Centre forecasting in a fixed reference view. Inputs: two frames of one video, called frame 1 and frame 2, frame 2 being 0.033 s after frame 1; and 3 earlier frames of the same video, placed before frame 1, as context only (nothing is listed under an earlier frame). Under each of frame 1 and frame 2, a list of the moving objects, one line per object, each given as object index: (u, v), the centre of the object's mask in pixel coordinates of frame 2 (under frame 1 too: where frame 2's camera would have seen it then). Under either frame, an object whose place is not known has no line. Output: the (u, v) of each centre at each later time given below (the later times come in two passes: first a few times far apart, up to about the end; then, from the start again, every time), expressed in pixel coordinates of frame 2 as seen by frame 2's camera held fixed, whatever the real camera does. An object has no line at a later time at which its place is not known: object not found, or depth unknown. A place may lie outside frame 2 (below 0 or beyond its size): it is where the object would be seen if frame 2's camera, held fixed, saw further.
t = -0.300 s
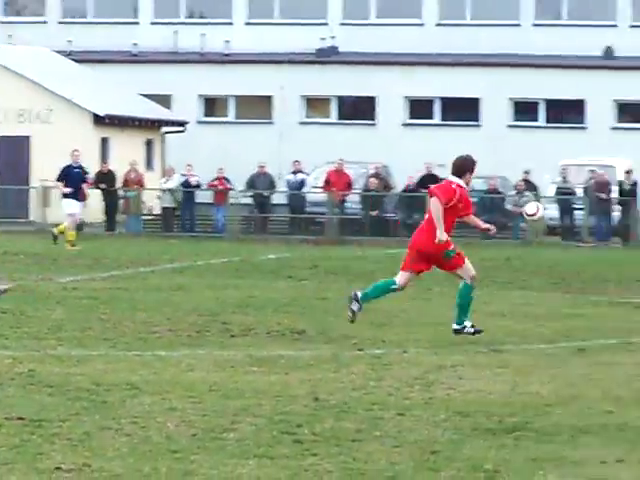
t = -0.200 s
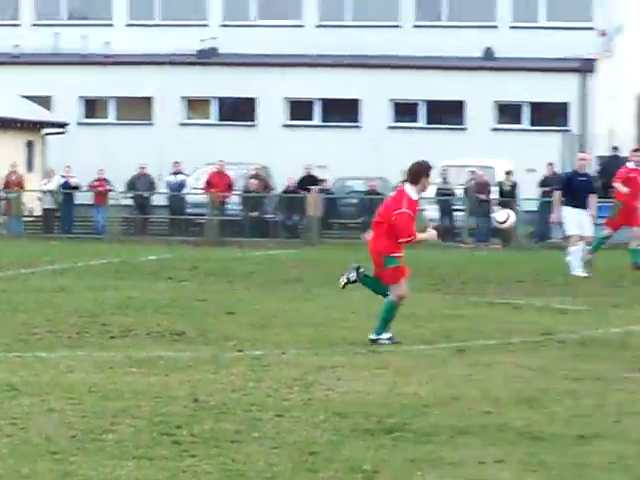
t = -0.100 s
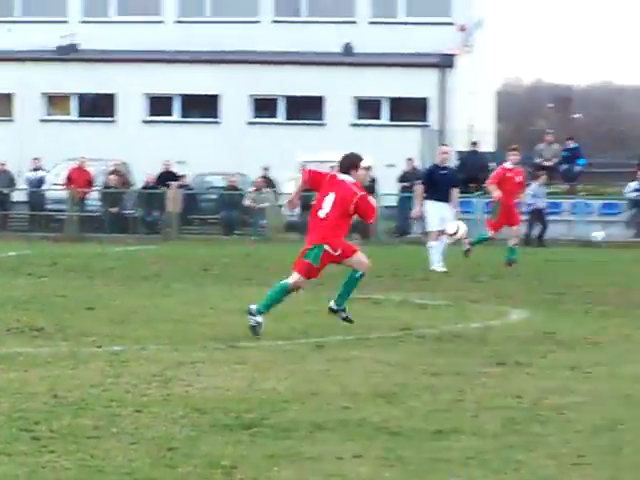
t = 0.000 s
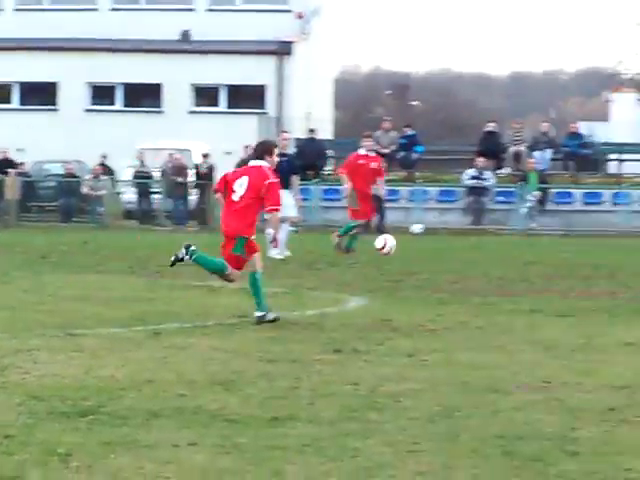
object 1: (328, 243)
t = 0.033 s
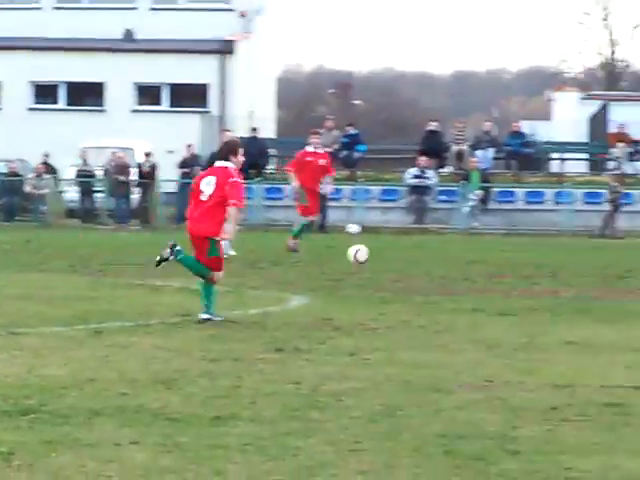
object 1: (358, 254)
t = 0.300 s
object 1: (561, 237)
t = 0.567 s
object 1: (744, 231)
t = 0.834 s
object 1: (940, 281)
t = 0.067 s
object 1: (388, 266)
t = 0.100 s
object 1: (418, 280)
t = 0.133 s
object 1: (444, 276)
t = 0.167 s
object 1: (467, 267)
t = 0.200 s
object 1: (490, 258)
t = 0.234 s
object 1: (514, 250)
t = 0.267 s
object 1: (538, 242)
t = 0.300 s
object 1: (561, 237)
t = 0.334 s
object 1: (583, 231)
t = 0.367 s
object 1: (606, 227)
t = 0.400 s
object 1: (628, 225)
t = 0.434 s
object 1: (651, 222)
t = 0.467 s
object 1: (674, 223)
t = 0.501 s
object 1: (697, 224)
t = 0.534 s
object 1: (720, 226)
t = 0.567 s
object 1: (744, 231)
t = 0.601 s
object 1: (768, 235)
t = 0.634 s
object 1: (792, 241)
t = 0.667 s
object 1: (817, 248)
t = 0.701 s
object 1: (841, 256)
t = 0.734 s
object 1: (865, 266)
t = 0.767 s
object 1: (890, 275)
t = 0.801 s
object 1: (915, 287)
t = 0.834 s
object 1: (940, 281)
